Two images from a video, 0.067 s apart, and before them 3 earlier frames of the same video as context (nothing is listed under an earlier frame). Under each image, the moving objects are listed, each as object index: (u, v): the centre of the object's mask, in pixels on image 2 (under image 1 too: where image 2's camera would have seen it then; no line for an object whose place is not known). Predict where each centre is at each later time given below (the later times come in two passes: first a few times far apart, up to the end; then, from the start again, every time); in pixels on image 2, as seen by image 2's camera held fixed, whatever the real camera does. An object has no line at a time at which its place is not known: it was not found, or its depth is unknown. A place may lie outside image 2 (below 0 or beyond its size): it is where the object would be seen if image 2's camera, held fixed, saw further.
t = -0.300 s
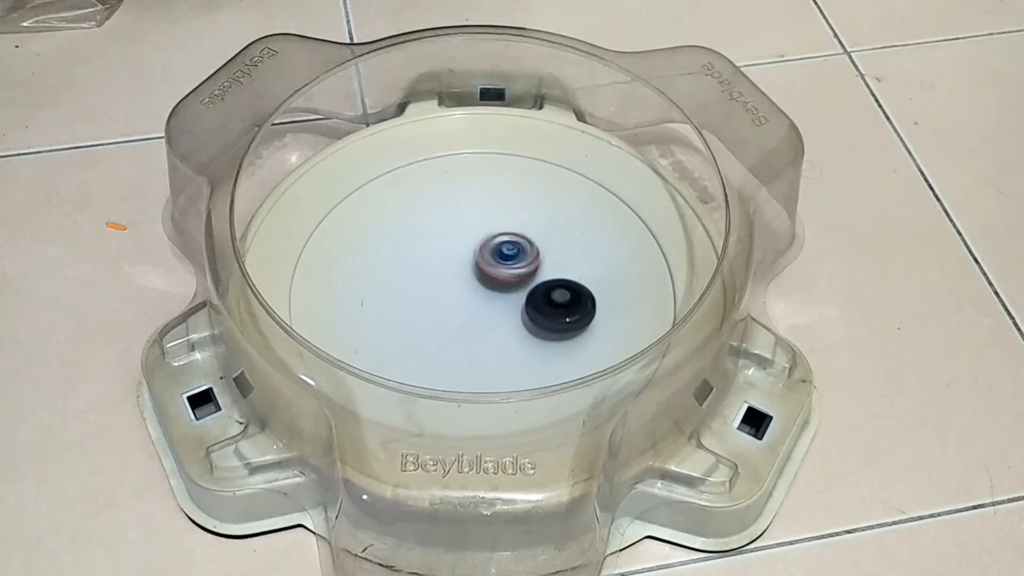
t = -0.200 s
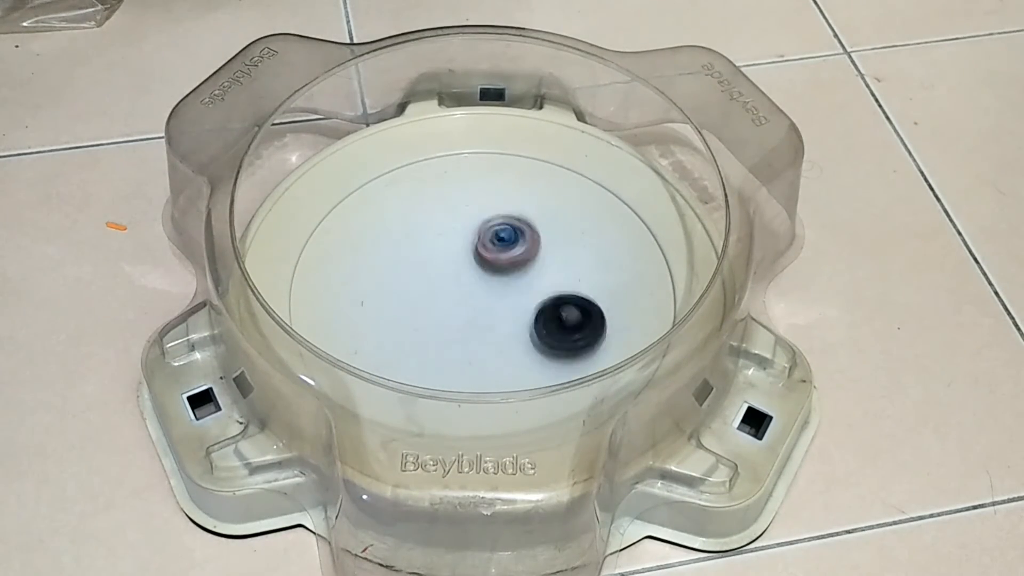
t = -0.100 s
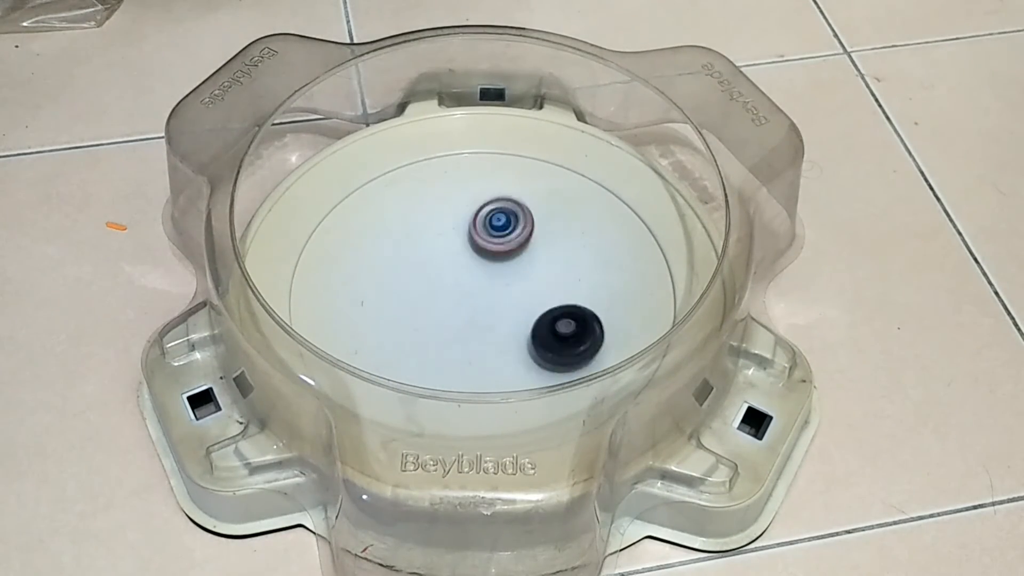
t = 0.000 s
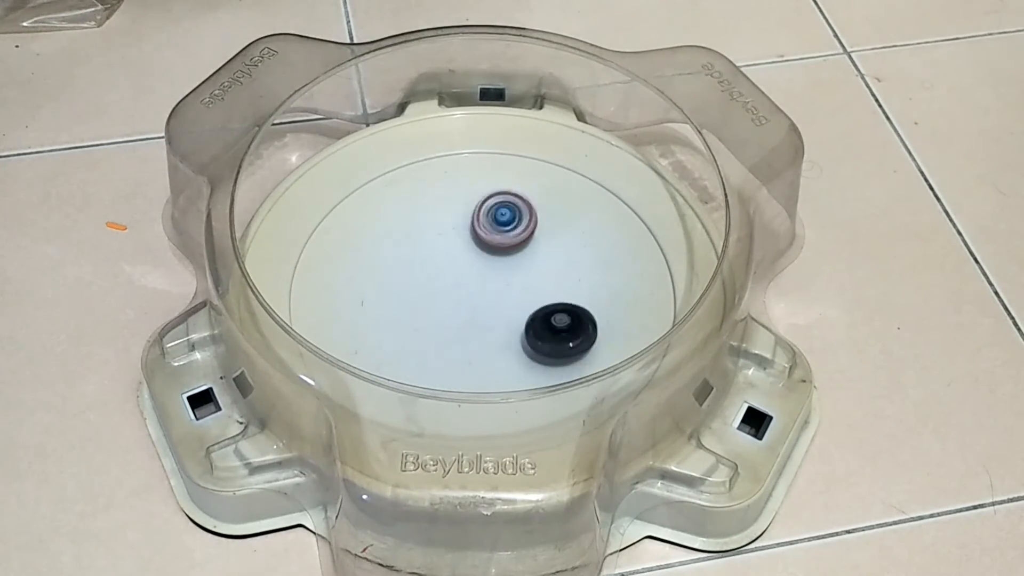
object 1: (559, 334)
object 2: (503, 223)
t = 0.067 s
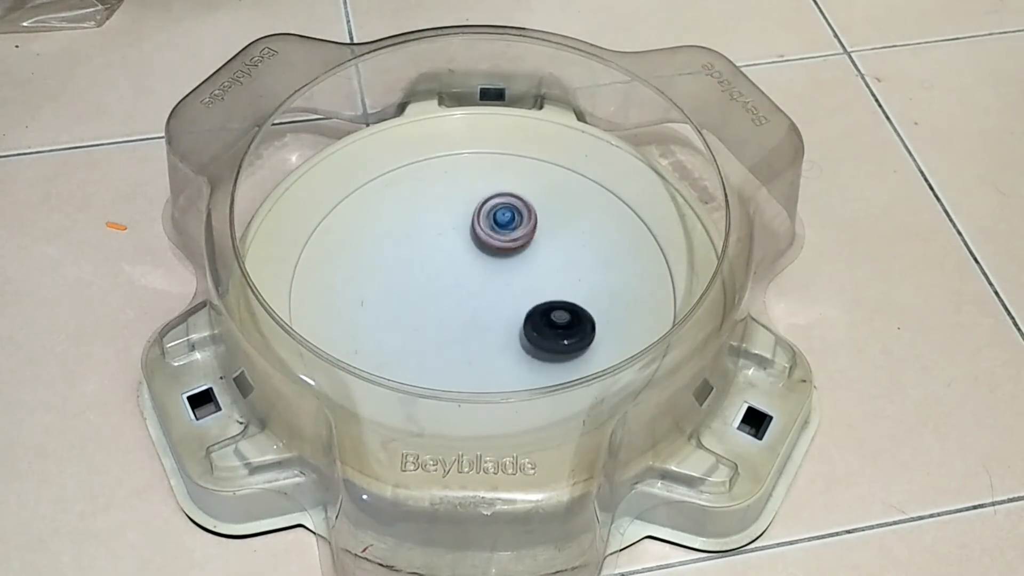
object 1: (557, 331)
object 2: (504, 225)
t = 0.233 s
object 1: (550, 321)
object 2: (495, 248)
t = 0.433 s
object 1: (543, 296)
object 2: (481, 281)
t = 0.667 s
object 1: (539, 270)
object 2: (488, 318)
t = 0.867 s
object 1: (540, 263)
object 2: (511, 340)
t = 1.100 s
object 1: (533, 265)
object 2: (526, 345)
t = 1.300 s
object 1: (518, 265)
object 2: (512, 320)
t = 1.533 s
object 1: (475, 242)
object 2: (479, 309)
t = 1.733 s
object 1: (464, 234)
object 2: (451, 292)
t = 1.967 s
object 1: (465, 240)
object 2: (424, 290)
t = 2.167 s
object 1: (471, 249)
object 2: (422, 298)
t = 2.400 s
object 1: (457, 258)
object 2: (449, 315)
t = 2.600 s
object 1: (450, 260)
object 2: (481, 322)
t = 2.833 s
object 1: (448, 262)
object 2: (515, 314)
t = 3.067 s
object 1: (445, 271)
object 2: (532, 299)
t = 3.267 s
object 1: (439, 276)
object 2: (523, 283)
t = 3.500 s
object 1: (436, 278)
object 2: (507, 269)
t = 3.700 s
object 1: (417, 281)
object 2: (511, 270)
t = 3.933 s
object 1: (421, 287)
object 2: (495, 290)
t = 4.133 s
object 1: (410, 285)
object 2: (508, 308)
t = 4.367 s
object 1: (415, 294)
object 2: (523, 326)
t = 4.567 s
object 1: (427, 309)
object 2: (510, 326)
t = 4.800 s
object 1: (414, 320)
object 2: (500, 309)
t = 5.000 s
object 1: (424, 320)
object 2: (496, 288)
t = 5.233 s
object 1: (449, 314)
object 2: (491, 268)
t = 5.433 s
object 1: (448, 326)
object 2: (477, 271)
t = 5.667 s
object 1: (447, 332)
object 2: (467, 271)
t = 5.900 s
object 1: (472, 327)
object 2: (477, 264)
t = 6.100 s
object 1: (469, 323)
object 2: (488, 269)
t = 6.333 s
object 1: (460, 328)
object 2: (493, 259)
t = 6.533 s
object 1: (479, 321)
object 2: (494, 266)
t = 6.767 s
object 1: (491, 327)
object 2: (489, 266)
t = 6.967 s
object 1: (483, 316)
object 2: (479, 258)
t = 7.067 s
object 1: (471, 318)
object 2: (484, 262)
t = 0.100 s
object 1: (556, 330)
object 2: (504, 227)
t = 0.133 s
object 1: (555, 328)
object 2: (503, 231)
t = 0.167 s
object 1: (553, 326)
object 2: (501, 237)
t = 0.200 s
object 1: (552, 323)
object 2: (498, 242)
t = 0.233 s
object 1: (550, 321)
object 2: (495, 248)
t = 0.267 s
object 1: (549, 317)
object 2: (493, 254)
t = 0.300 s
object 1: (548, 314)
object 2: (490, 259)
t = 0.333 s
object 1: (547, 310)
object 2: (487, 265)
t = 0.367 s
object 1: (545, 306)
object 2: (485, 270)
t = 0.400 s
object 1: (544, 301)
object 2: (483, 275)
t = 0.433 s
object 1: (543, 296)
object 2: (481, 281)
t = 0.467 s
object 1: (543, 291)
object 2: (480, 287)
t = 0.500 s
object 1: (542, 286)
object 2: (480, 292)
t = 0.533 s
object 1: (541, 281)
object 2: (481, 298)
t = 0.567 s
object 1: (540, 278)
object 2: (482, 303)
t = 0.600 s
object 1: (539, 275)
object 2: (483, 308)
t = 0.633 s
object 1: (539, 273)
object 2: (485, 313)
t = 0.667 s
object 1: (539, 270)
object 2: (488, 318)
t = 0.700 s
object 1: (539, 268)
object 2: (491, 323)
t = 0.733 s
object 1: (539, 267)
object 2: (495, 327)
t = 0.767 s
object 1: (540, 265)
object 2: (498, 331)
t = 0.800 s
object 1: (540, 265)
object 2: (503, 335)
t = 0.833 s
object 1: (540, 264)
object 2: (507, 337)
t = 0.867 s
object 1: (540, 263)
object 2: (511, 340)
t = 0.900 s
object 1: (540, 263)
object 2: (516, 342)
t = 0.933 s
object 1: (539, 263)
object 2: (519, 344)
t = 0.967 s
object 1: (539, 263)
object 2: (523, 346)
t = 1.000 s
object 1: (538, 264)
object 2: (527, 346)
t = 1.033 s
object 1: (537, 264)
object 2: (527, 347)
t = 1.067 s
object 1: (535, 265)
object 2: (527, 347)
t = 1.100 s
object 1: (533, 265)
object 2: (526, 345)
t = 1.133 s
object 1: (532, 266)
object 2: (523, 342)
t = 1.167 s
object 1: (529, 266)
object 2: (520, 339)
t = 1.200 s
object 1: (527, 266)
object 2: (518, 334)
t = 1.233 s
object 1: (524, 267)
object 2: (516, 330)
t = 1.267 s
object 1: (521, 266)
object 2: (514, 325)
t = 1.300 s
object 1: (518, 265)
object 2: (512, 320)
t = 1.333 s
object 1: (515, 262)
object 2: (508, 319)
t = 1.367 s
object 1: (511, 256)
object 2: (504, 321)
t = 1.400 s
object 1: (504, 250)
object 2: (499, 320)
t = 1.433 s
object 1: (496, 247)
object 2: (494, 318)
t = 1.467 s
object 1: (488, 244)
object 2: (488, 315)
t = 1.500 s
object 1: (481, 243)
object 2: (484, 312)
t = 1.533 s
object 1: (475, 242)
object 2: (479, 309)
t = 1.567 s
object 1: (470, 241)
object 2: (474, 306)
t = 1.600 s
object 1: (468, 240)
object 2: (469, 303)
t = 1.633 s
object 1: (466, 238)
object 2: (464, 301)
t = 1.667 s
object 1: (465, 237)
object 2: (460, 297)
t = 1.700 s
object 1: (464, 236)
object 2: (455, 294)
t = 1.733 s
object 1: (464, 234)
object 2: (451, 292)
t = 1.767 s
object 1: (464, 233)
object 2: (446, 291)
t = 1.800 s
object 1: (465, 234)
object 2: (442, 292)
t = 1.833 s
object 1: (466, 235)
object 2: (437, 292)
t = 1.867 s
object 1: (466, 237)
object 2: (432, 292)
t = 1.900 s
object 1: (465, 238)
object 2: (429, 291)
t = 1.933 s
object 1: (465, 239)
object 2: (425, 291)
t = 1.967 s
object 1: (465, 240)
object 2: (424, 290)
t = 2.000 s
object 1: (465, 241)
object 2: (422, 289)
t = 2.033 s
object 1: (465, 242)
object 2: (422, 289)
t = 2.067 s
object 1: (466, 244)
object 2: (423, 289)
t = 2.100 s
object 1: (469, 245)
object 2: (421, 293)
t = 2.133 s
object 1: (471, 246)
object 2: (420, 295)
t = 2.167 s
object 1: (471, 249)
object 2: (422, 298)
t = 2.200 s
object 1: (470, 251)
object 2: (424, 299)
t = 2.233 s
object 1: (468, 252)
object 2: (427, 301)
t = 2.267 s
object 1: (467, 253)
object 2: (431, 304)
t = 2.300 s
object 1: (465, 255)
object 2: (436, 307)
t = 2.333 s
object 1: (462, 256)
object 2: (440, 309)
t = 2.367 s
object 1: (459, 258)
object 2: (445, 312)
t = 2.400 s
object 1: (457, 258)
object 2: (449, 315)
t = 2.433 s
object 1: (455, 259)
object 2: (454, 317)
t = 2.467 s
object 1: (454, 259)
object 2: (459, 319)
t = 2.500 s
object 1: (454, 260)
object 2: (465, 321)
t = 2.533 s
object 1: (452, 260)
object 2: (469, 322)
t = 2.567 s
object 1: (451, 260)
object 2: (474, 323)
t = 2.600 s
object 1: (450, 260)
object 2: (481, 322)
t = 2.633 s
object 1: (449, 260)
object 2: (485, 322)
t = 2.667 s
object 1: (449, 260)
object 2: (490, 322)
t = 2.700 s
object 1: (448, 260)
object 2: (496, 321)
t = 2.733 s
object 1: (448, 260)
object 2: (501, 319)
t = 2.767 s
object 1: (448, 260)
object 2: (505, 319)
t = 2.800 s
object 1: (448, 261)
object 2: (511, 316)
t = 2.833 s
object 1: (448, 262)
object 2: (515, 314)
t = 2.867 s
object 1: (448, 263)
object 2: (518, 313)
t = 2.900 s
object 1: (447, 264)
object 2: (523, 310)
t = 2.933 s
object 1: (447, 265)
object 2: (526, 307)
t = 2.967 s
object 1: (447, 266)
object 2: (528, 306)
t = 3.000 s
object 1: (446, 268)
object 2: (531, 303)
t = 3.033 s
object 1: (446, 269)
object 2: (532, 301)
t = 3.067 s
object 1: (445, 271)
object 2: (532, 299)
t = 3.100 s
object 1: (444, 272)
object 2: (532, 296)
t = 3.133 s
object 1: (443, 273)
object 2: (531, 294)
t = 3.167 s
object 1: (442, 274)
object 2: (529, 291)
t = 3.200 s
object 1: (441, 275)
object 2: (528, 289)
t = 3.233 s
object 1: (439, 276)
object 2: (526, 285)
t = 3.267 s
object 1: (439, 276)
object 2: (523, 283)
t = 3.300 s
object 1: (438, 276)
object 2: (521, 281)
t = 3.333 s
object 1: (437, 277)
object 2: (520, 278)
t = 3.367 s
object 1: (437, 277)
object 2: (517, 275)
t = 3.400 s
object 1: (436, 277)
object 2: (514, 274)
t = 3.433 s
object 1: (436, 277)
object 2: (512, 271)
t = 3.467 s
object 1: (436, 277)
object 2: (509, 269)
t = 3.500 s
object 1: (436, 278)
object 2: (507, 269)
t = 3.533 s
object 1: (436, 278)
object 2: (505, 268)
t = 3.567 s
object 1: (436, 279)
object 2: (503, 268)
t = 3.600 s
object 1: (428, 279)
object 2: (506, 267)
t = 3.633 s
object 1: (421, 281)
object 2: (511, 268)
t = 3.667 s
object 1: (417, 281)
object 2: (512, 268)
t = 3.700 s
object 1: (417, 281)
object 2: (511, 270)
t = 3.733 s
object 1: (419, 282)
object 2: (510, 272)
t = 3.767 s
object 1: (420, 283)
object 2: (510, 274)
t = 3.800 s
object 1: (421, 284)
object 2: (508, 277)
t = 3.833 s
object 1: (421, 285)
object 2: (505, 281)
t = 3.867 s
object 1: (421, 286)
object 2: (503, 284)
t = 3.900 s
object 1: (420, 287)
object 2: (499, 287)
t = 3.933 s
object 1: (421, 287)
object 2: (495, 290)
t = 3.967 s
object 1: (421, 288)
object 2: (492, 293)
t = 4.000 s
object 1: (420, 288)
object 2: (491, 297)
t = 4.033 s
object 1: (412, 287)
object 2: (498, 300)
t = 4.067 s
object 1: (407, 286)
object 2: (502, 302)
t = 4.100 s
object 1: (408, 285)
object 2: (505, 305)
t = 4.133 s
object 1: (410, 285)
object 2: (508, 308)
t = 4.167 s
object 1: (412, 287)
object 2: (511, 311)
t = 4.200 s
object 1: (413, 289)
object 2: (515, 314)
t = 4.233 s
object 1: (413, 290)
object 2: (518, 317)
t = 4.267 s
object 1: (413, 291)
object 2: (520, 319)
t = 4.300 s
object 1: (413, 292)
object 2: (522, 322)
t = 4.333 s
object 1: (413, 292)
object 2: (524, 325)
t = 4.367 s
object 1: (415, 294)
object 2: (523, 326)
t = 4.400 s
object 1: (416, 295)
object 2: (522, 328)
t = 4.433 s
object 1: (417, 297)
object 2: (520, 329)
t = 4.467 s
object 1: (420, 300)
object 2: (518, 329)
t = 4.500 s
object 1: (422, 302)
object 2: (514, 328)
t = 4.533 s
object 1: (424, 305)
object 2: (511, 327)
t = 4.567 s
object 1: (427, 309)
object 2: (510, 326)
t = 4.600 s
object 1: (428, 312)
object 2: (504, 324)
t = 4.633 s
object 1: (429, 313)
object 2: (499, 321)
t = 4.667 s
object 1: (428, 315)
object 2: (496, 319)
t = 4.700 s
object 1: (424, 317)
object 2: (497, 315)
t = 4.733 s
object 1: (419, 319)
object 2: (498, 313)
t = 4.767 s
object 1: (416, 320)
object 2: (499, 311)
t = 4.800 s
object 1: (414, 320)
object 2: (500, 309)
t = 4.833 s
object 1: (415, 320)
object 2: (500, 304)
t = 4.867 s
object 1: (416, 320)
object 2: (499, 300)
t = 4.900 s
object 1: (418, 320)
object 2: (499, 298)
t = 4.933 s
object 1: (420, 321)
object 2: (499, 295)
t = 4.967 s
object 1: (422, 321)
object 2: (497, 291)
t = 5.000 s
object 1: (424, 320)
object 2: (496, 288)
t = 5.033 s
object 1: (427, 318)
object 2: (495, 286)
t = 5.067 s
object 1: (432, 316)
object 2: (494, 284)
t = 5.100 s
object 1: (439, 313)
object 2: (493, 279)
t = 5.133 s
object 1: (442, 313)
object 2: (494, 274)
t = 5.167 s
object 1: (444, 312)
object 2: (495, 271)
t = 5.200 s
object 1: (447, 312)
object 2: (494, 269)
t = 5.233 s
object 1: (449, 314)
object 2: (491, 268)
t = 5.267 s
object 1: (449, 317)
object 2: (489, 268)
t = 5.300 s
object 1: (450, 319)
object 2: (488, 268)
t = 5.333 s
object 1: (451, 320)
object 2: (485, 268)
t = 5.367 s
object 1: (451, 321)
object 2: (482, 269)
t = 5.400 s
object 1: (450, 322)
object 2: (480, 270)
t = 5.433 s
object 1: (448, 326)
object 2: (477, 271)
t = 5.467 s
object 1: (448, 328)
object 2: (474, 272)
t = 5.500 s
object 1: (447, 328)
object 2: (472, 273)
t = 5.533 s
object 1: (447, 328)
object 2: (471, 274)
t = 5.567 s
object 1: (446, 329)
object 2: (469, 275)
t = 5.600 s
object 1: (446, 331)
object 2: (467, 273)
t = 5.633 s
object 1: (446, 332)
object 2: (466, 273)
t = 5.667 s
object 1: (447, 332)
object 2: (467, 271)
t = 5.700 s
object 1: (450, 332)
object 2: (468, 271)
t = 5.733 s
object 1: (454, 329)
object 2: (468, 269)
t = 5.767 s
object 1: (457, 328)
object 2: (471, 270)
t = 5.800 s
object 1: (462, 325)
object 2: (472, 269)
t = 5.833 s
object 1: (467, 326)
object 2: (474, 267)
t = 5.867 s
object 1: (470, 327)
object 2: (475, 265)
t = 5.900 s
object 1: (472, 327)
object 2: (477, 264)
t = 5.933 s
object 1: (473, 327)
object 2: (479, 263)
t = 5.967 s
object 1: (473, 328)
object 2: (482, 263)
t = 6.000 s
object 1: (472, 328)
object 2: (483, 263)
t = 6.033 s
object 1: (471, 327)
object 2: (484, 264)
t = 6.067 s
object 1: (469, 325)
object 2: (486, 267)
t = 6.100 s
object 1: (469, 323)
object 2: (488, 269)
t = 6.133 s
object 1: (469, 323)
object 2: (490, 269)
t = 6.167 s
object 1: (466, 327)
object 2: (493, 263)
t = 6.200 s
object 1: (463, 329)
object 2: (493, 258)
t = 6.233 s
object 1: (461, 330)
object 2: (493, 256)
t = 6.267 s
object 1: (460, 329)
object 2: (493, 257)
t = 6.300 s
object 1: (459, 329)
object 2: (493, 258)
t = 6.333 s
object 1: (460, 328)
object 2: (493, 259)
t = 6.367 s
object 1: (461, 327)
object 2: (494, 261)
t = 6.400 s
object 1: (464, 327)
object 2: (494, 262)
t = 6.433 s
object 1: (467, 327)
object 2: (493, 264)
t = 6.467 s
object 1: (473, 325)
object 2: (493, 265)
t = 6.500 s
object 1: (477, 323)
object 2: (494, 266)
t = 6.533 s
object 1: (479, 321)
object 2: (494, 266)
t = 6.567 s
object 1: (481, 325)
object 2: (493, 265)
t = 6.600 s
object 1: (485, 328)
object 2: (492, 265)
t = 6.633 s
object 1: (488, 328)
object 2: (491, 266)
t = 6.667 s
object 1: (490, 328)
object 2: (490, 266)
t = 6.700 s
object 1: (491, 328)
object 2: (490, 266)
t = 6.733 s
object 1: (491, 328)
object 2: (490, 266)
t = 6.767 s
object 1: (491, 327)
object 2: (489, 266)
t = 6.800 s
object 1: (492, 325)
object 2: (489, 267)
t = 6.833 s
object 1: (491, 322)
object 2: (487, 266)
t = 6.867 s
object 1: (491, 323)
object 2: (485, 264)
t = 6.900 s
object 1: (489, 320)
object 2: (483, 262)
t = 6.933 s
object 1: (487, 317)
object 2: (480, 259)
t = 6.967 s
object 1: (483, 316)
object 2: (479, 258)
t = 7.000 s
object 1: (479, 316)
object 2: (481, 258)
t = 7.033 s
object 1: (474, 316)
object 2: (483, 260)
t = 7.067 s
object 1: (471, 318)
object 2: (484, 262)
